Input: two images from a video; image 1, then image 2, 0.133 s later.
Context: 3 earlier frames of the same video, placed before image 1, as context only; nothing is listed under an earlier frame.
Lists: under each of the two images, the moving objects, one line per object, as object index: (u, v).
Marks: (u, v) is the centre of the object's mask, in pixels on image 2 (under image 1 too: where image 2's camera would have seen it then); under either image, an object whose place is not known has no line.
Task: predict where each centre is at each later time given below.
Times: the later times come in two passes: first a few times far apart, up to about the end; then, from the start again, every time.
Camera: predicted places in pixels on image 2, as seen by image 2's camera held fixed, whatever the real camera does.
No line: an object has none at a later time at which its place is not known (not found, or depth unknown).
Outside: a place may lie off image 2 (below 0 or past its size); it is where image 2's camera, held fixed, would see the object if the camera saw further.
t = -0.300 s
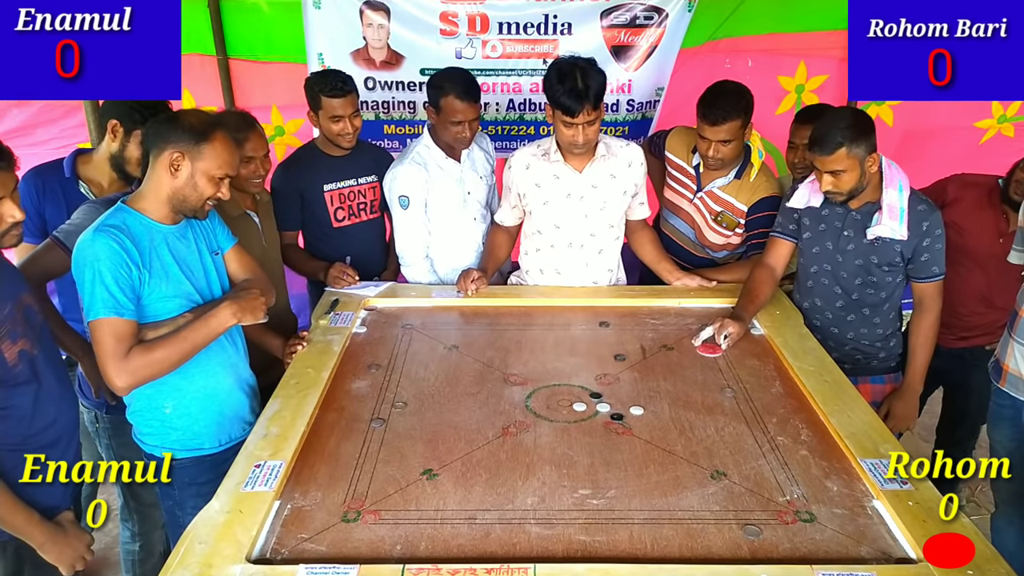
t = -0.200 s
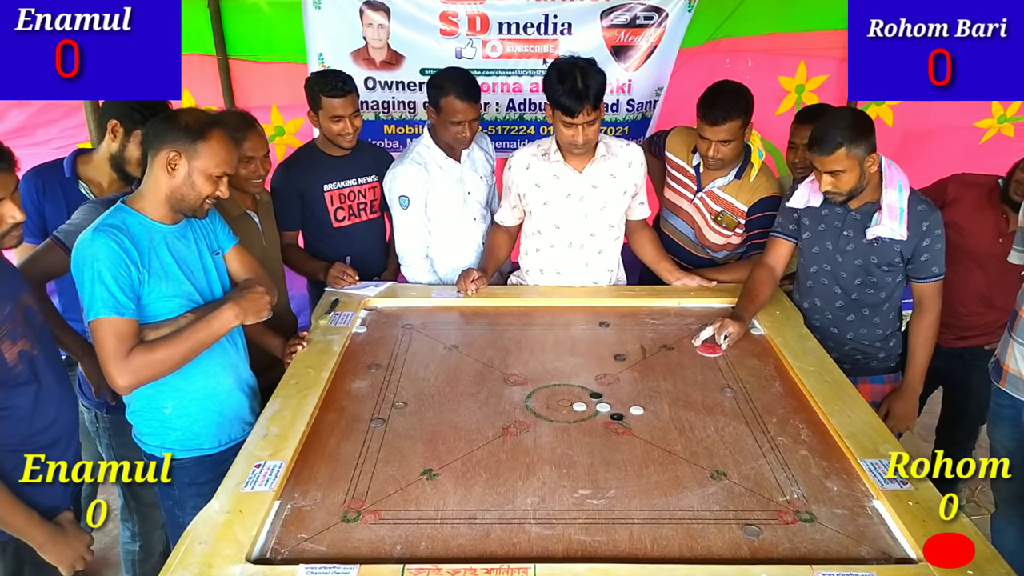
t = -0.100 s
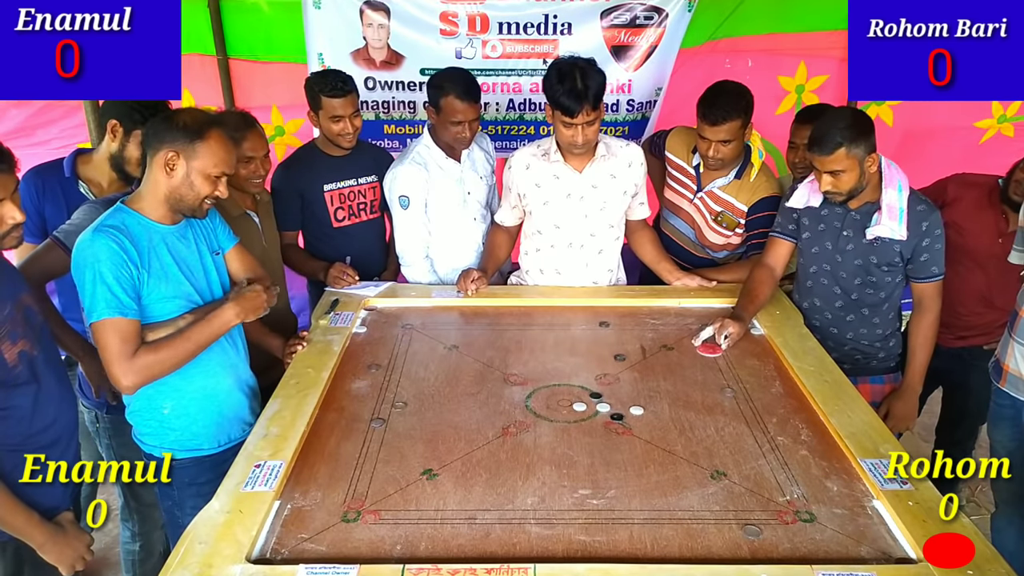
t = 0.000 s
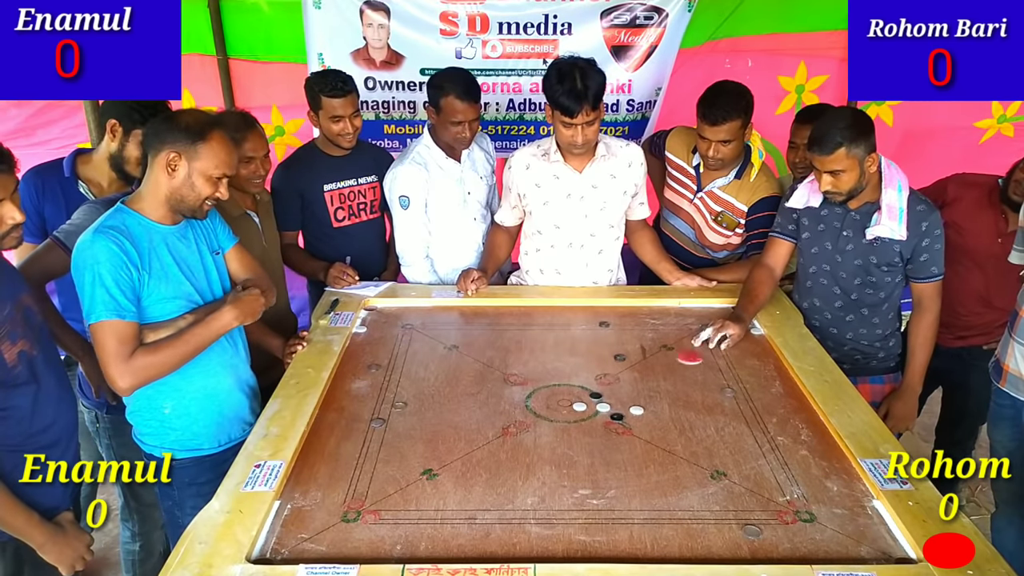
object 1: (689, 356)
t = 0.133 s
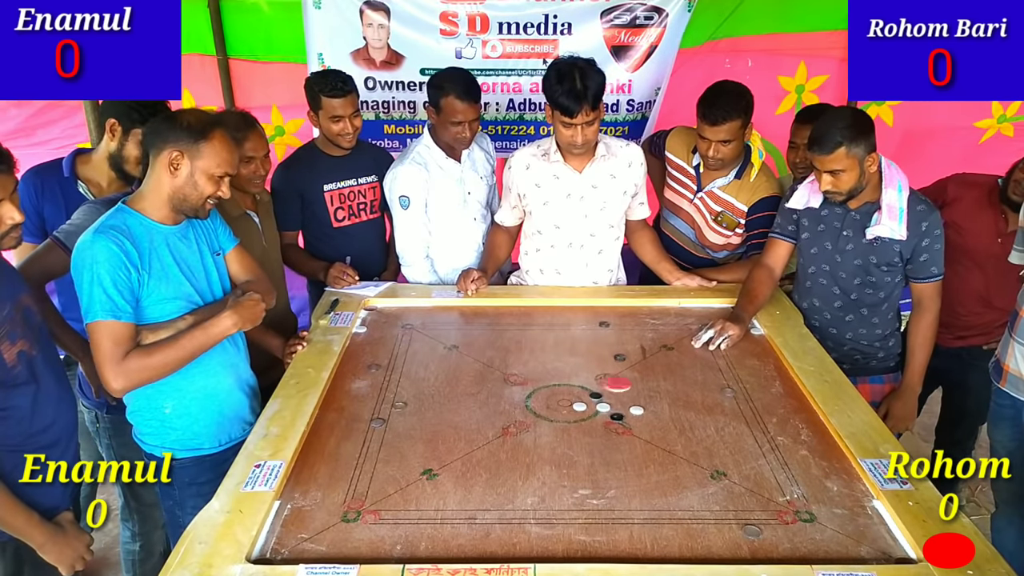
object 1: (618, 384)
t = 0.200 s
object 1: (585, 394)
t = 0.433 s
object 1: (498, 411)
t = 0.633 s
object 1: (445, 422)
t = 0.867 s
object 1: (411, 428)
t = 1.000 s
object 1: (407, 429)
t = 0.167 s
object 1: (599, 390)
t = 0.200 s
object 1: (585, 394)
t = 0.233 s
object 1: (572, 396)
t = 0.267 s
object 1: (558, 399)
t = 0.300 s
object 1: (545, 401)
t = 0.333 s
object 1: (533, 404)
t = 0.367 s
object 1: (521, 407)
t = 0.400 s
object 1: (509, 409)
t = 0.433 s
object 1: (498, 411)
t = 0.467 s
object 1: (488, 413)
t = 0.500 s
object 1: (478, 415)
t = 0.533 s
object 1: (469, 417)
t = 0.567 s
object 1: (460, 419)
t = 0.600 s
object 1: (452, 421)
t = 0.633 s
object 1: (445, 422)
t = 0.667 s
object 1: (438, 423)
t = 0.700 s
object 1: (432, 424)
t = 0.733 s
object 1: (426, 426)
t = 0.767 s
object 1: (422, 426)
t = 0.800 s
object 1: (418, 427)
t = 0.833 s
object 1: (414, 428)
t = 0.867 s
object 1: (411, 428)
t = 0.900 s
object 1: (409, 429)
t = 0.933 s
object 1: (407, 429)
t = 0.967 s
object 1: (407, 429)
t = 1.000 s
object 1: (407, 429)
